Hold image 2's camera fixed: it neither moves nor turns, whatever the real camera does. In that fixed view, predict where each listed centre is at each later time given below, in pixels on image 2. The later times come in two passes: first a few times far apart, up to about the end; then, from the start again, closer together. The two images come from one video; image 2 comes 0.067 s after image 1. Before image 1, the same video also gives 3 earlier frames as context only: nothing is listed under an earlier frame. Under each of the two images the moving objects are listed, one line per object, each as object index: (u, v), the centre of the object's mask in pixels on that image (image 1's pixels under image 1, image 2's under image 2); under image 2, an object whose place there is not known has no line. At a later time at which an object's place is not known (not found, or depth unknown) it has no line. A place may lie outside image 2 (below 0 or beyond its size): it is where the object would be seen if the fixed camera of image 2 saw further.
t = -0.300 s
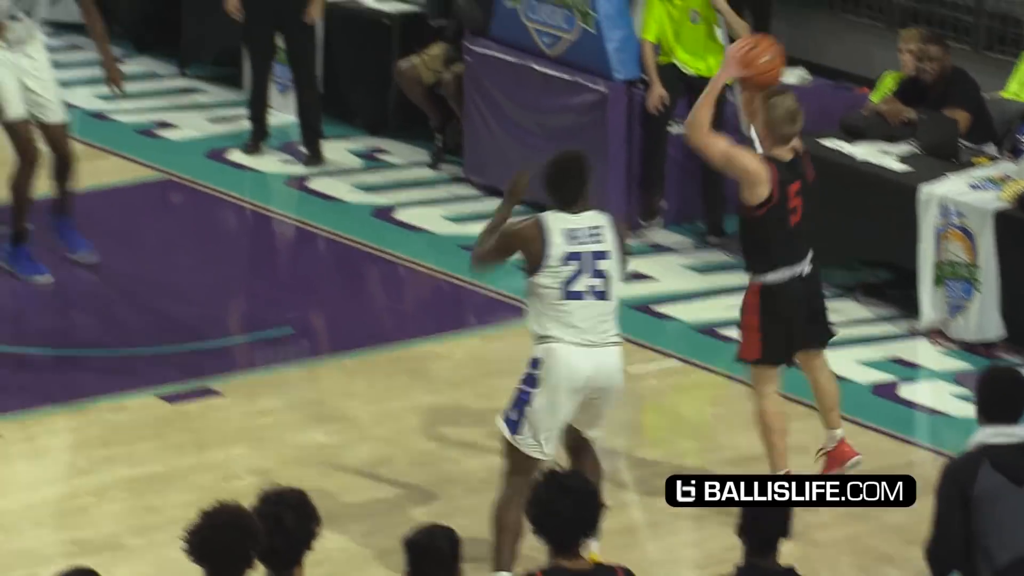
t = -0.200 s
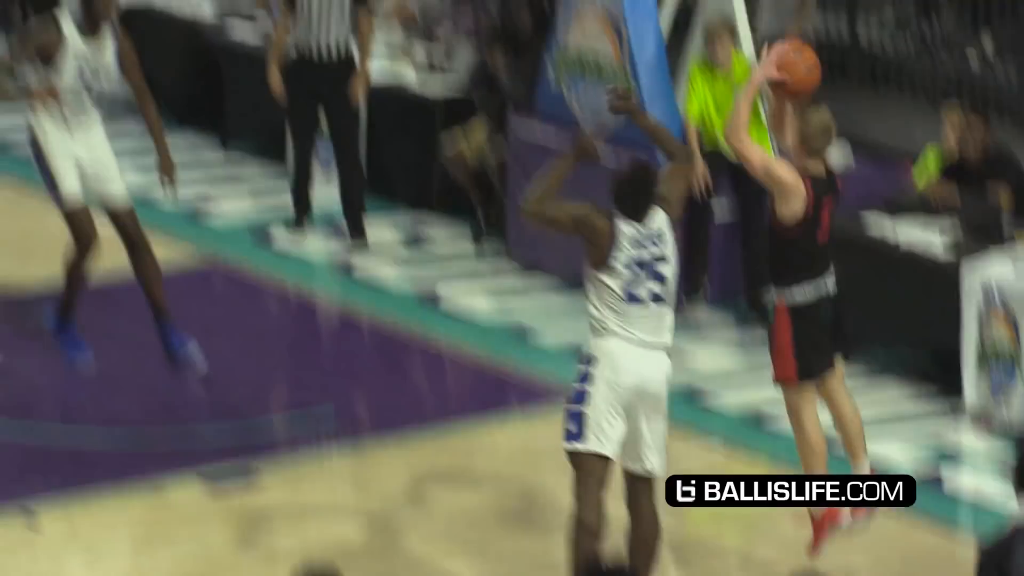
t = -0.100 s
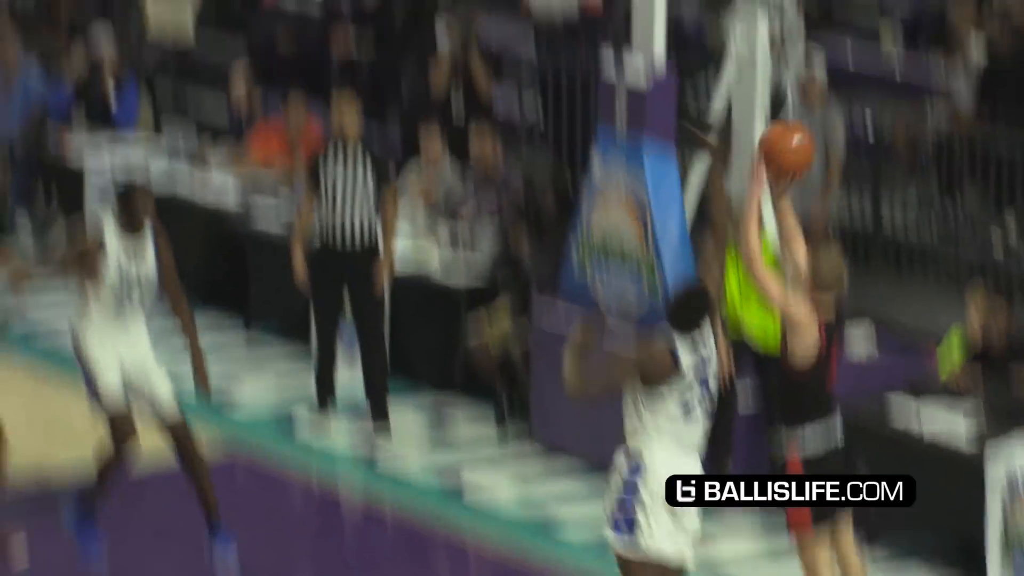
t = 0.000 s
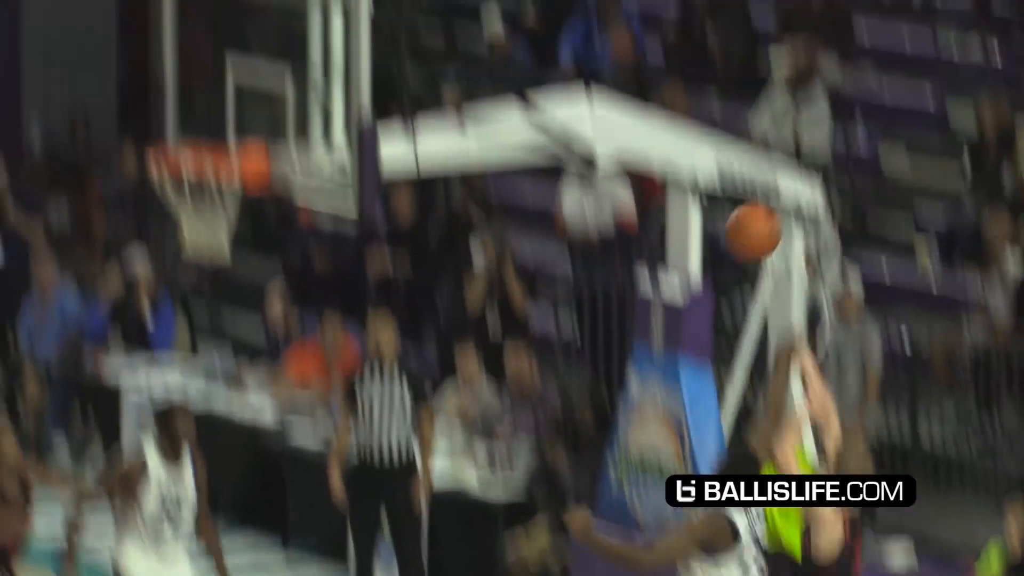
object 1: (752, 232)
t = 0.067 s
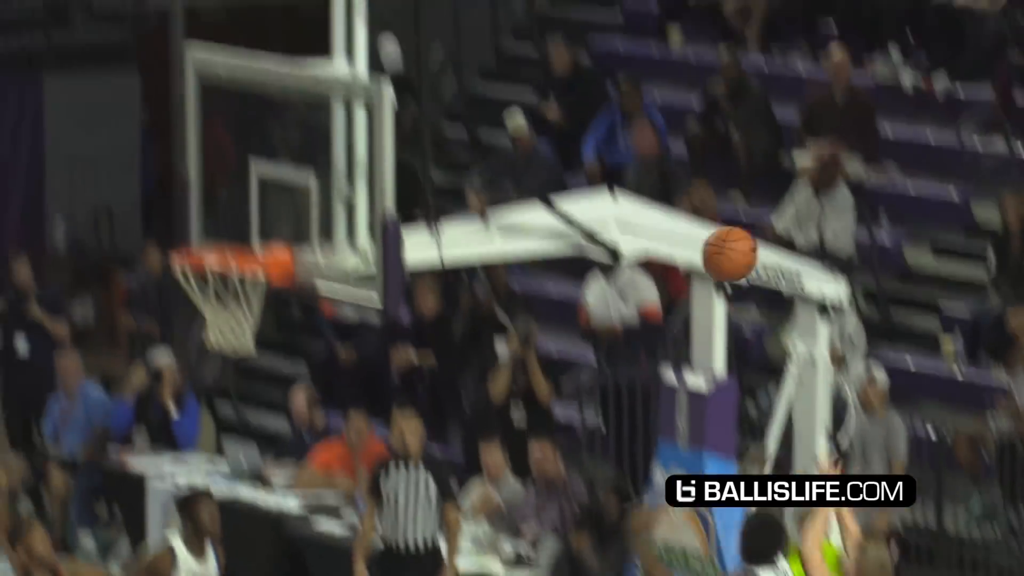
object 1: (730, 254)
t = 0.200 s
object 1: (642, 148)
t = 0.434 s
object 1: (495, 60)
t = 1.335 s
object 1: (233, 384)
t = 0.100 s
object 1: (708, 224)
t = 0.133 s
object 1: (686, 196)
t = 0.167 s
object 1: (664, 171)
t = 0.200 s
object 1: (642, 148)
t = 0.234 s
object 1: (621, 128)
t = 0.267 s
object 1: (599, 110)
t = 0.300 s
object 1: (578, 96)
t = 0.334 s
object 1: (557, 83)
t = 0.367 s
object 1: (536, 73)
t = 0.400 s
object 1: (516, 66)
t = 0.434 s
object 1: (495, 60)
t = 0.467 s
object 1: (475, 57)
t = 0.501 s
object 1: (455, 56)
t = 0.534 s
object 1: (435, 58)
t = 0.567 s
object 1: (417, 63)
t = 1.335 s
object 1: (233, 384)
